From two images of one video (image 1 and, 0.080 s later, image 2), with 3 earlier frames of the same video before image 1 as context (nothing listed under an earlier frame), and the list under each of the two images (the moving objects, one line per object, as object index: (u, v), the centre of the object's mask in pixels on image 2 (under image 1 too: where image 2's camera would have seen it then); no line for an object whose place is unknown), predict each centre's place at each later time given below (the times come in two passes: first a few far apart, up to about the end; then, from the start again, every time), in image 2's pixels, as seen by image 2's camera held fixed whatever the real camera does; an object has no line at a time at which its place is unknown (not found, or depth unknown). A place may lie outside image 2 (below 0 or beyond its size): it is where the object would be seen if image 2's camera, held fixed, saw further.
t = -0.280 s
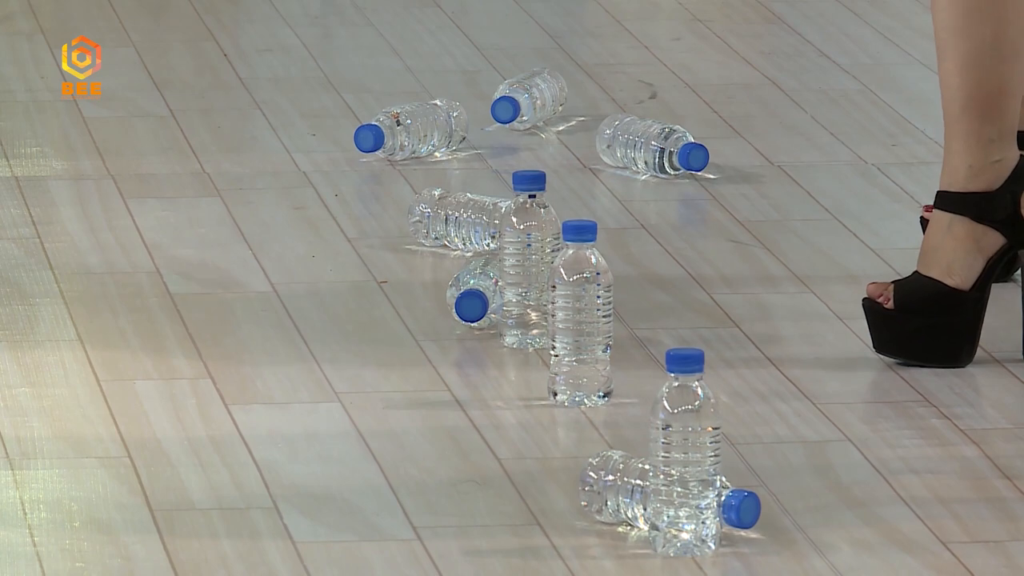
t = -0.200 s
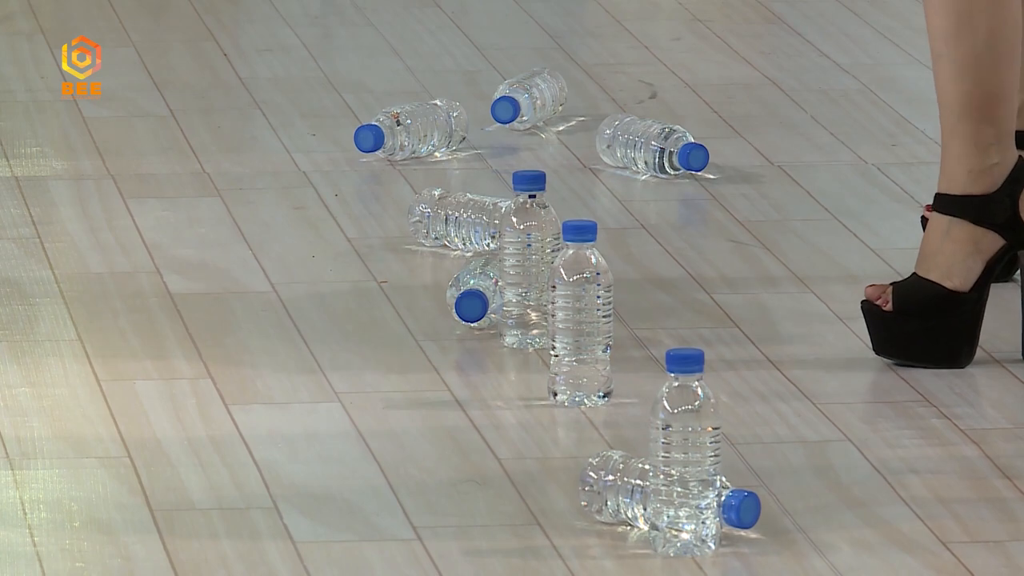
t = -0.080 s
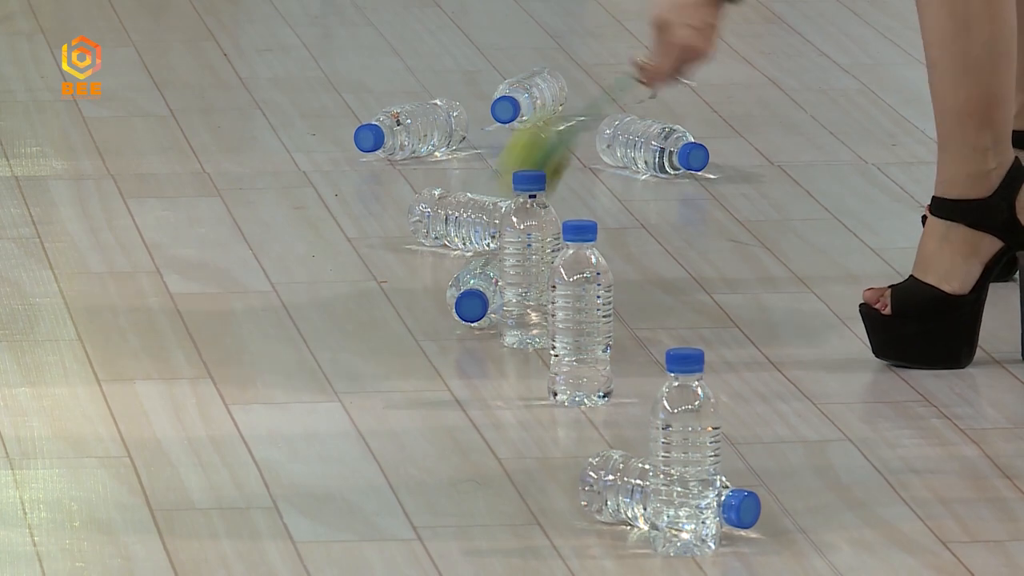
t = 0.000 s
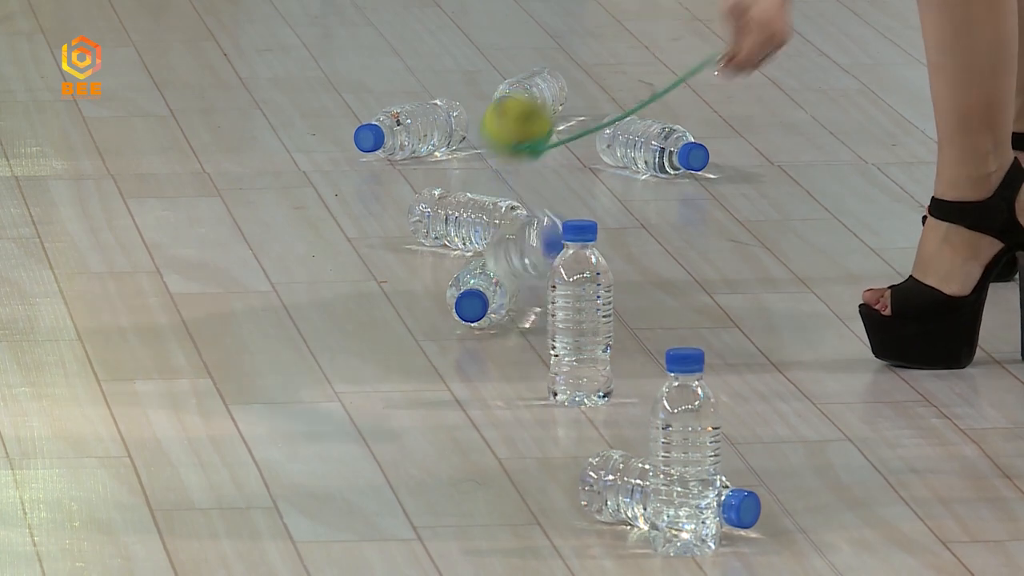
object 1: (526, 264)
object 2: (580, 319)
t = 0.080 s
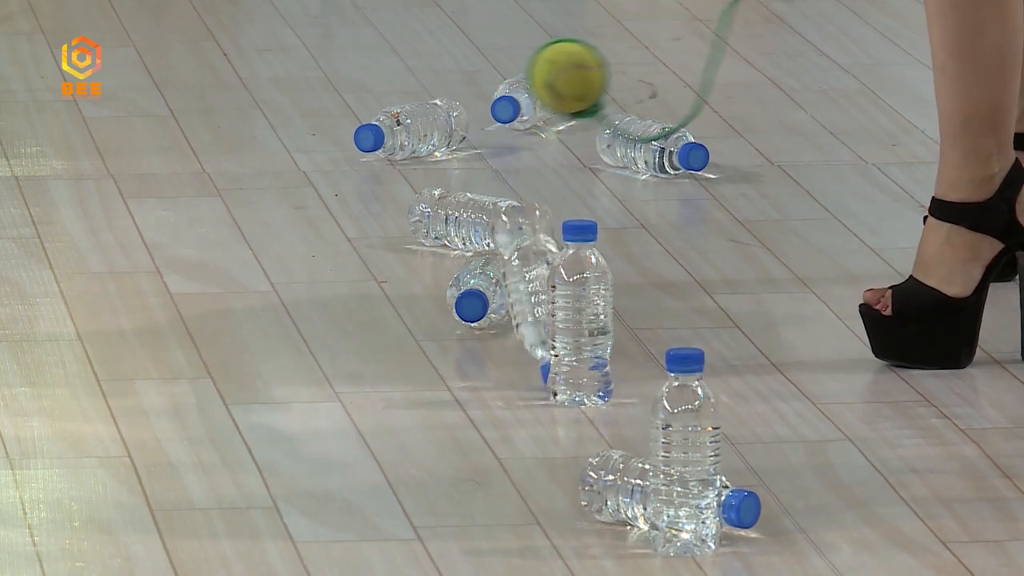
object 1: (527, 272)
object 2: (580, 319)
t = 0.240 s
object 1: (498, 301)
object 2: (592, 320)
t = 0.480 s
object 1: (399, 389)
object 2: (596, 324)
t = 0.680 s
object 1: (311, 399)
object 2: (607, 351)
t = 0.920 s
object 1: (209, 406)
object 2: (603, 385)
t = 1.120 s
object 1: (132, 409)
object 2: (587, 388)
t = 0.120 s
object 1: (525, 262)
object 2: (580, 319)
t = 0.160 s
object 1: (520, 263)
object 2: (584, 320)
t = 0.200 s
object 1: (510, 275)
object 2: (589, 320)
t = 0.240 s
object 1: (498, 301)
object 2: (592, 320)
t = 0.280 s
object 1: (487, 362)
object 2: (594, 321)
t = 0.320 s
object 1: (469, 375)
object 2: (595, 321)
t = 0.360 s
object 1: (451, 378)
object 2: (596, 322)
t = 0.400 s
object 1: (434, 376)
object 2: (596, 323)
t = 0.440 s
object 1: (417, 387)
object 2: (596, 323)
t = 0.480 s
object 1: (399, 389)
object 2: (596, 324)
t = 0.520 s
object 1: (382, 394)
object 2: (597, 326)
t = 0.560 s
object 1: (364, 396)
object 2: (598, 328)
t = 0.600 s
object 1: (346, 397)
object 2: (600, 332)
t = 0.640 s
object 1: (328, 398)
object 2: (604, 339)
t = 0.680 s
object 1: (311, 399)
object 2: (607, 351)
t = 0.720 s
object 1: (294, 401)
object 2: (613, 375)
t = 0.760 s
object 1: (276, 402)
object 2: (612, 380)
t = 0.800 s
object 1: (259, 402)
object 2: (610, 369)
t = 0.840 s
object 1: (242, 403)
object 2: (608, 369)
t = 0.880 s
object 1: (225, 405)
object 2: (605, 378)
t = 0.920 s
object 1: (209, 406)
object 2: (603, 385)
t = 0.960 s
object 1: (194, 406)
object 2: (599, 381)
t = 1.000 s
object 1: (178, 407)
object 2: (596, 387)
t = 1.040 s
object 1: (162, 408)
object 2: (594, 385)
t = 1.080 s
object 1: (147, 409)
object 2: (590, 387)
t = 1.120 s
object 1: (132, 409)
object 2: (587, 388)
